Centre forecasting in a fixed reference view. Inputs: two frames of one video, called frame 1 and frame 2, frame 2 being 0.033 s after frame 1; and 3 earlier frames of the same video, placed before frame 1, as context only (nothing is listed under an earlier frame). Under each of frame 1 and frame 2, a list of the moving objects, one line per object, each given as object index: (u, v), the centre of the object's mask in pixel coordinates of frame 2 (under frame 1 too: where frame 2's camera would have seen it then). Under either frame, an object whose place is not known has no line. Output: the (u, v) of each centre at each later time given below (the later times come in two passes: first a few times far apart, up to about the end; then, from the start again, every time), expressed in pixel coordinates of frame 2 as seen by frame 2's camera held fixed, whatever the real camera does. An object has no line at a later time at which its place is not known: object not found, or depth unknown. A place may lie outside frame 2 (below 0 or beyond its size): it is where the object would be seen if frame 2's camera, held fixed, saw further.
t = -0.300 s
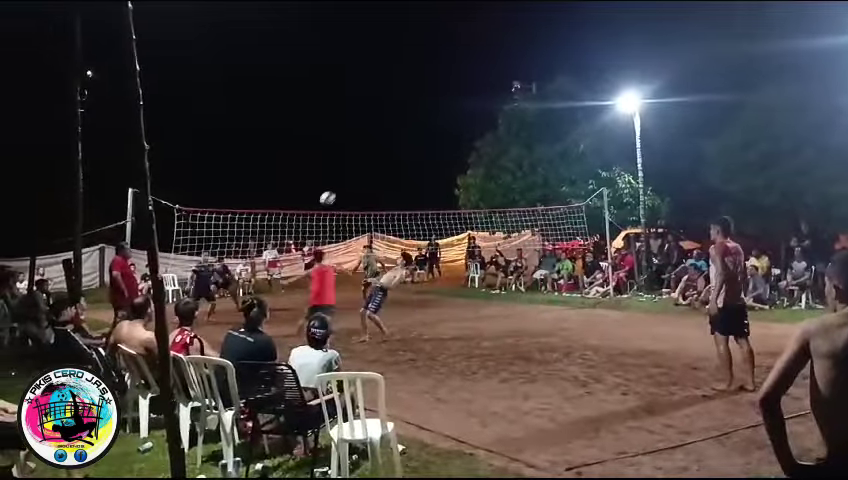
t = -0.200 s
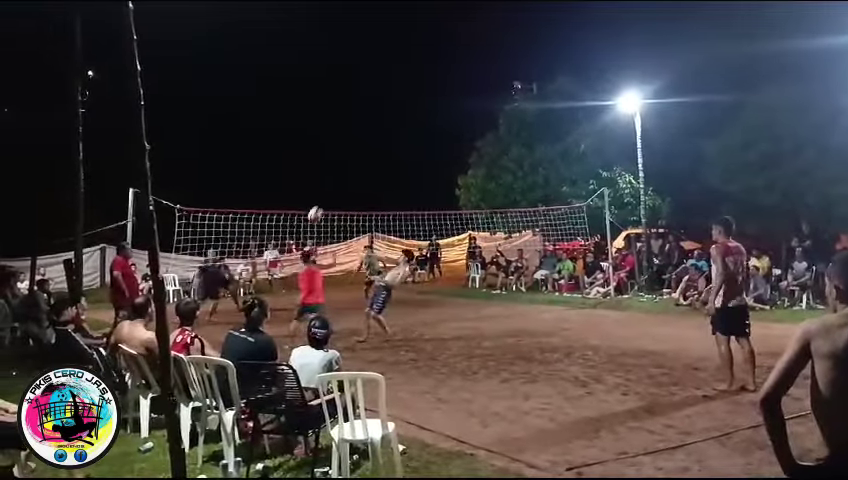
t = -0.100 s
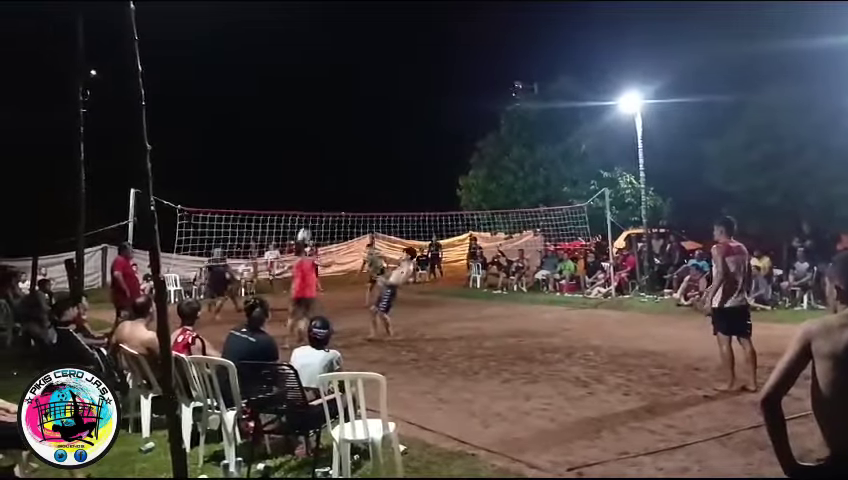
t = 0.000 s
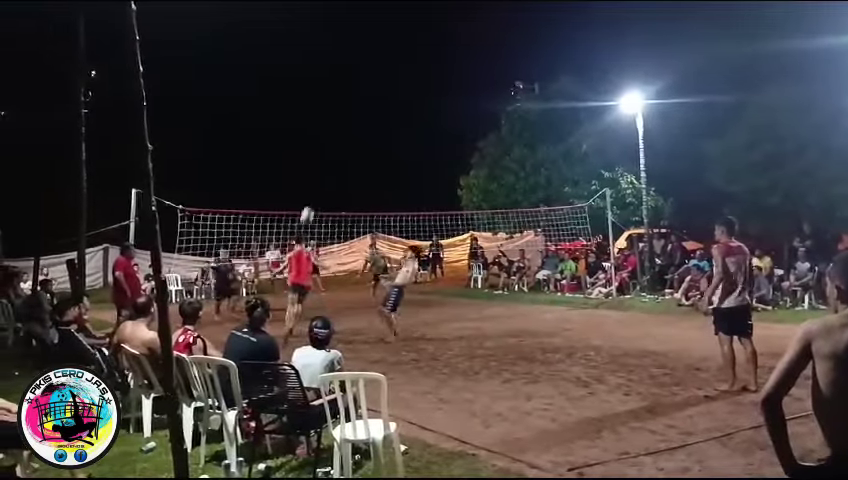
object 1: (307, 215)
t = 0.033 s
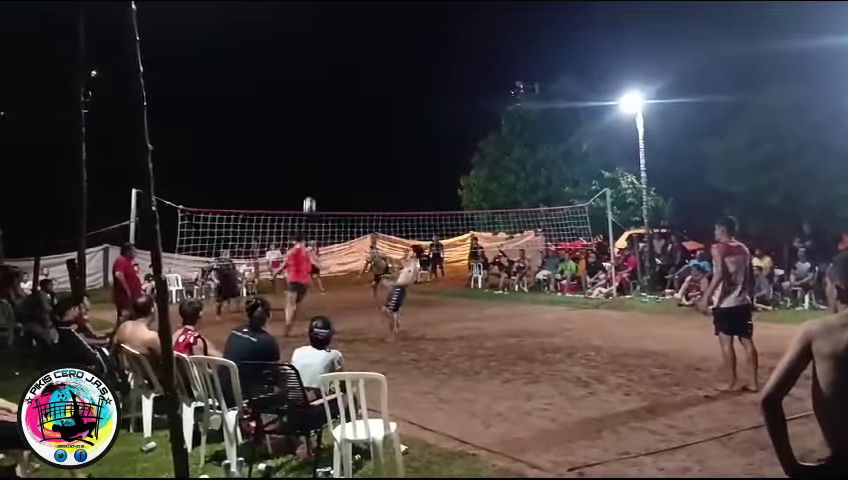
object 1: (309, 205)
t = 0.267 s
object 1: (322, 160)
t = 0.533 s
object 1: (334, 149)
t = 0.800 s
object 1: (345, 167)
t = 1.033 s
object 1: (354, 201)
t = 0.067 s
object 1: (311, 196)
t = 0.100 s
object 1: (313, 188)
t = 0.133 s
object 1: (315, 181)
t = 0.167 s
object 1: (317, 175)
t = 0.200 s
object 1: (318, 169)
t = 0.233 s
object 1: (320, 165)
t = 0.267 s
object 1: (322, 160)
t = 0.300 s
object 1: (324, 157)
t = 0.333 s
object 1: (325, 154)
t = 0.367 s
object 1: (327, 151)
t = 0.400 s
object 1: (328, 150)
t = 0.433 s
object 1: (330, 149)
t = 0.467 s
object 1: (331, 148)
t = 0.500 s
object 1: (333, 148)
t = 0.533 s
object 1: (334, 149)
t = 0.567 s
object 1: (336, 150)
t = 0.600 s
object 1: (337, 151)
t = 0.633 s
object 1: (338, 152)
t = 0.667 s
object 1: (340, 155)
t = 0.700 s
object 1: (341, 157)
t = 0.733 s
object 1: (342, 160)
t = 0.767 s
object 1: (344, 164)
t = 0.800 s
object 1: (345, 167)
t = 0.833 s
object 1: (346, 171)
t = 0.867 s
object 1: (347, 175)
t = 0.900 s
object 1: (349, 180)
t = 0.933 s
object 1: (350, 185)
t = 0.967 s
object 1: (351, 190)
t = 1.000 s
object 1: (352, 196)
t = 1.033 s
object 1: (354, 201)
